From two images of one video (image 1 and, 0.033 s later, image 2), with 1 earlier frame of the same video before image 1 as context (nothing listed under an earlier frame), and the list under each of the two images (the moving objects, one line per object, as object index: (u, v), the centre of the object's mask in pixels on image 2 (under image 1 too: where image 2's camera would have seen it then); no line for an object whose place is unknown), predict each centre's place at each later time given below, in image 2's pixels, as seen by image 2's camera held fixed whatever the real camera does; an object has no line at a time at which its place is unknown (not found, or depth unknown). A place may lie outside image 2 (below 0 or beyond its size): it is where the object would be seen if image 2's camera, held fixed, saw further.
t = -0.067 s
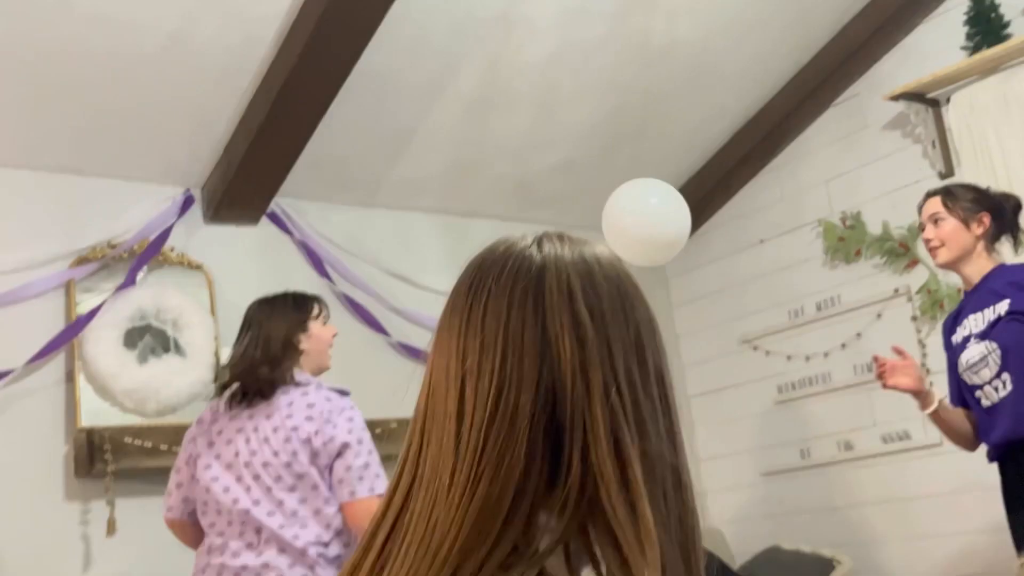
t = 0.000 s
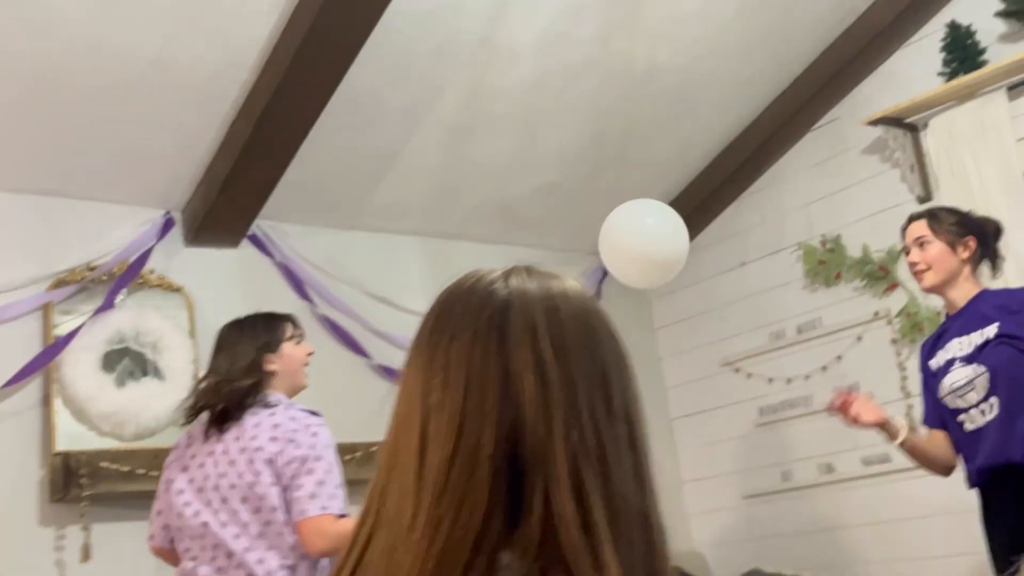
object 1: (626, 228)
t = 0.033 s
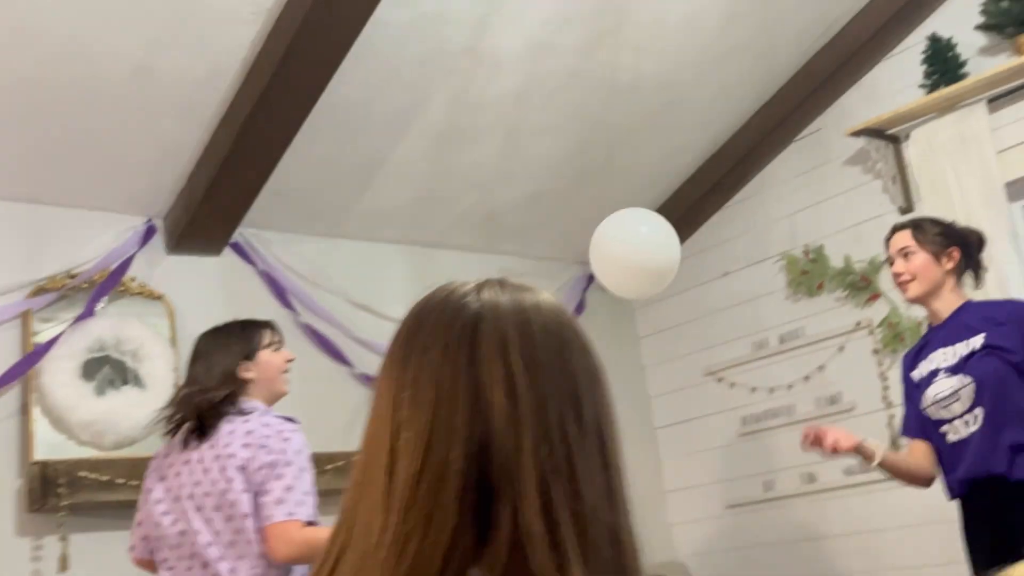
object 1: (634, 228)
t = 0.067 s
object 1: (641, 228)
